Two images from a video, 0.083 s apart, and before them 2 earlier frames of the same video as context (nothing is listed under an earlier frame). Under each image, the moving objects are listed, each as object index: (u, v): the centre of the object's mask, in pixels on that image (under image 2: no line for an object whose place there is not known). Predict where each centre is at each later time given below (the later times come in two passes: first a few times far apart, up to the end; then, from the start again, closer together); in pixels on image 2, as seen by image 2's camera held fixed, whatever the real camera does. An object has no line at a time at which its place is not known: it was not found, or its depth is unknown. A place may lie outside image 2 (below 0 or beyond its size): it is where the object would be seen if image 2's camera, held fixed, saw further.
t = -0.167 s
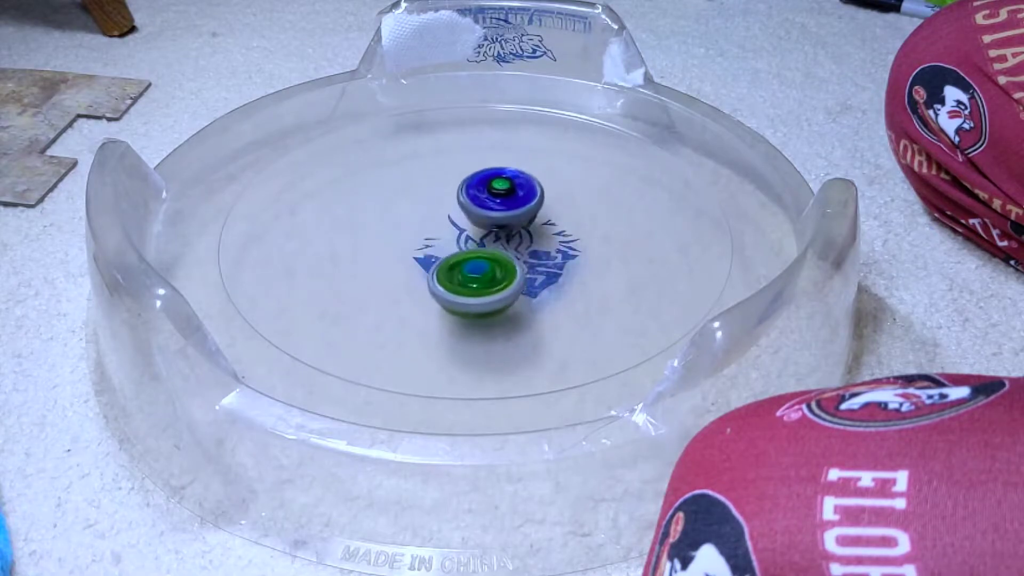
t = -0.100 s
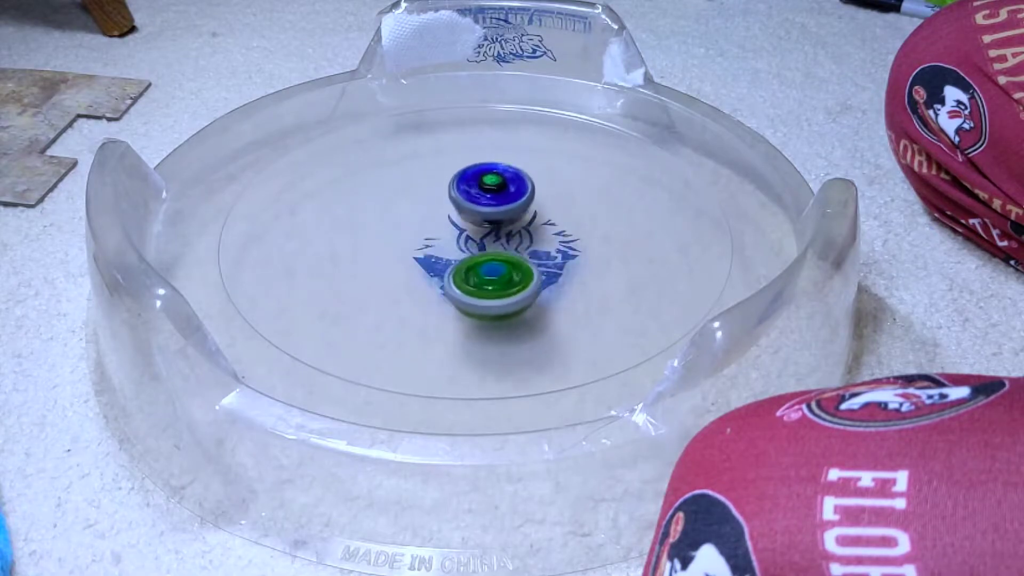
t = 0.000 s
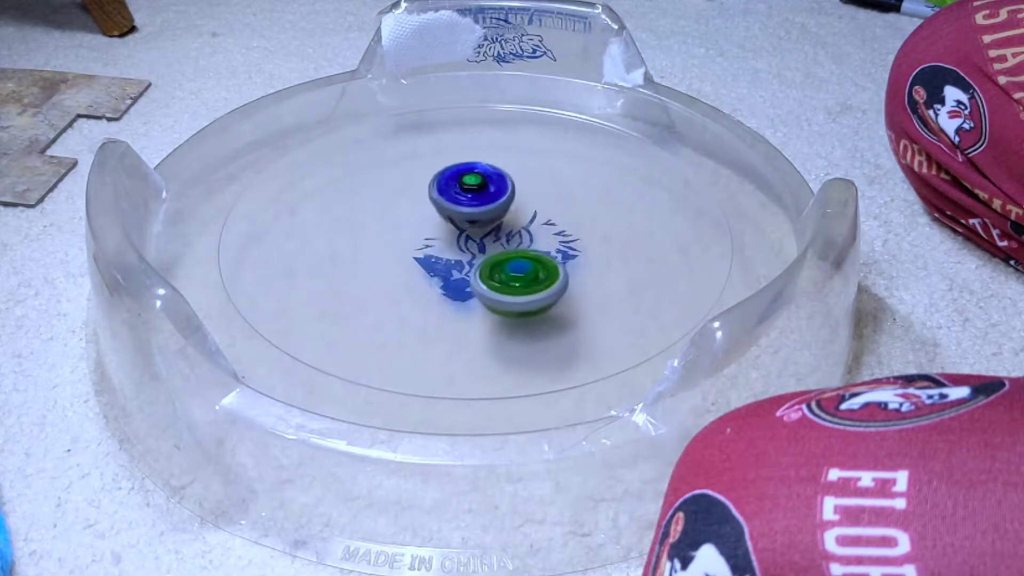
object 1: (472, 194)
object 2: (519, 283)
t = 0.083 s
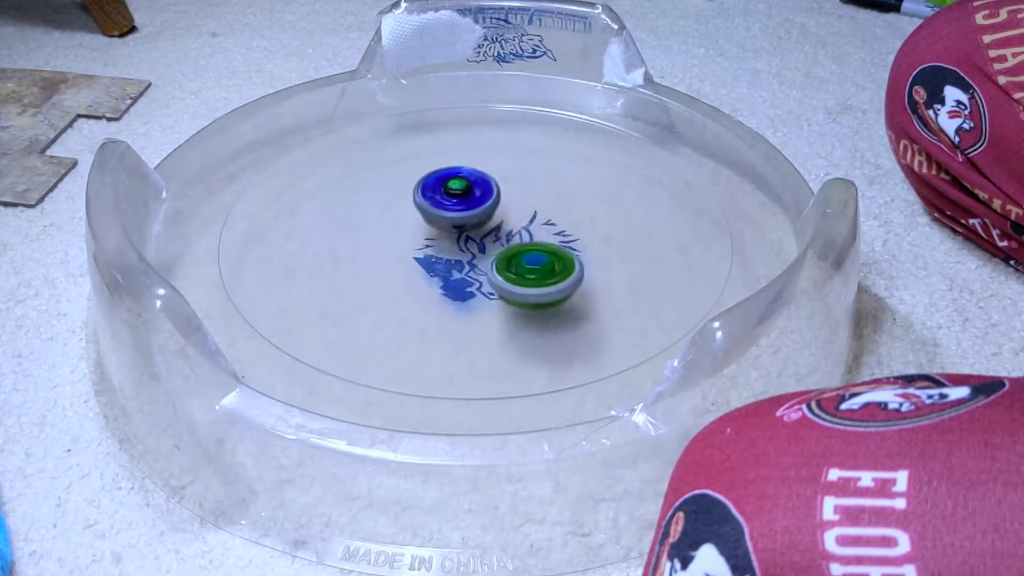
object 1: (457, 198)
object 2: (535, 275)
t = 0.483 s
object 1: (452, 233)
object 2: (545, 225)
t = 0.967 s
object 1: (483, 281)
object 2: (489, 150)
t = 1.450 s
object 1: (530, 249)
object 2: (398, 164)
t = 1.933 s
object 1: (521, 230)
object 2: (403, 238)
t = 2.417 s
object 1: (474, 215)
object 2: (502, 269)
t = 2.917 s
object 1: (462, 233)
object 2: (581, 247)
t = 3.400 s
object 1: (404, 229)
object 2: (606, 202)
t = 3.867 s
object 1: (415, 255)
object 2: (550, 172)
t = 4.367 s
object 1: (523, 283)
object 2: (442, 143)
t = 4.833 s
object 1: (545, 236)
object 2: (377, 184)
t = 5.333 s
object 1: (655, 186)
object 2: (232, 240)
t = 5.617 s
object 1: (602, 171)
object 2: (262, 274)
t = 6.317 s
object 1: (376, 243)
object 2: (599, 233)
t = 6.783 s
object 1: (417, 256)
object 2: (609, 176)
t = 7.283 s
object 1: (483, 242)
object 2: (543, 169)
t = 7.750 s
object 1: (499, 274)
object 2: (464, 177)
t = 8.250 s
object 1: (579, 283)
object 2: (343, 168)
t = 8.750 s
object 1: (550, 236)
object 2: (364, 214)
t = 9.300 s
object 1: (440, 174)
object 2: (567, 272)
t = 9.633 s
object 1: (431, 192)
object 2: (602, 271)
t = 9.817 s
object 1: (451, 215)
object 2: (583, 264)
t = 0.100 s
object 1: (455, 199)
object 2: (538, 273)
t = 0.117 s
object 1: (452, 201)
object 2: (540, 271)
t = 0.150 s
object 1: (448, 205)
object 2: (544, 267)
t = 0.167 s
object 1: (446, 206)
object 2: (545, 265)
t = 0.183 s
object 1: (444, 208)
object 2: (546, 262)
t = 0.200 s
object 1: (443, 210)
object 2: (546, 260)
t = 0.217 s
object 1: (443, 213)
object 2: (546, 258)
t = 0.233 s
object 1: (443, 214)
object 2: (546, 255)
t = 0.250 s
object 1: (445, 216)
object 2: (545, 253)
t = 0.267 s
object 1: (446, 218)
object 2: (544, 251)
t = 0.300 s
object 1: (449, 222)
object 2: (542, 246)
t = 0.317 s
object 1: (451, 224)
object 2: (540, 243)
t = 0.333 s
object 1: (448, 224)
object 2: (544, 241)
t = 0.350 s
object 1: (444, 224)
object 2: (548, 240)
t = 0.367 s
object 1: (442, 224)
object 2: (550, 239)
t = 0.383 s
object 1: (442, 225)
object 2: (551, 237)
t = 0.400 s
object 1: (443, 225)
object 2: (551, 234)
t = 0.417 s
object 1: (445, 226)
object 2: (550, 232)
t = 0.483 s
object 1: (452, 233)
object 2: (545, 225)
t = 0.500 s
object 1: (454, 234)
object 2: (544, 221)
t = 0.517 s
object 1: (454, 235)
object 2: (544, 218)
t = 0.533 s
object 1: (452, 237)
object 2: (546, 215)
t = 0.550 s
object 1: (450, 239)
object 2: (546, 213)
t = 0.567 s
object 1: (450, 240)
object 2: (545, 211)
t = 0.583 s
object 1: (451, 241)
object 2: (543, 209)
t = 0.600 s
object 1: (451, 242)
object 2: (541, 207)
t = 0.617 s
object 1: (452, 243)
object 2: (539, 205)
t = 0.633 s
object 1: (454, 245)
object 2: (538, 203)
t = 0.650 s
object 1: (455, 246)
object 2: (536, 201)
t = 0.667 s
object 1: (457, 247)
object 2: (533, 200)
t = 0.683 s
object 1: (458, 247)
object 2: (531, 199)
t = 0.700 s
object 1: (460, 249)
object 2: (528, 198)
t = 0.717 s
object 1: (462, 249)
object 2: (525, 197)
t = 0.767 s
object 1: (470, 248)
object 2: (517, 194)
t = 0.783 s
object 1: (472, 249)
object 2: (513, 193)
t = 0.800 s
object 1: (475, 249)
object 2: (511, 193)
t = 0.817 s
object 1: (478, 247)
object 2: (507, 191)
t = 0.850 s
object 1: (483, 244)
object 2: (500, 190)
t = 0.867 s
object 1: (485, 244)
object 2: (497, 189)
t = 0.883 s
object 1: (487, 242)
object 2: (493, 189)
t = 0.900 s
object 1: (486, 250)
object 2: (492, 184)
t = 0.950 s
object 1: (483, 275)
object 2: (491, 156)
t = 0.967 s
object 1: (483, 281)
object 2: (489, 150)
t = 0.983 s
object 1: (484, 285)
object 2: (487, 146)
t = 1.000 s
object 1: (485, 288)
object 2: (483, 143)
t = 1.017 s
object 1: (489, 289)
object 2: (478, 141)
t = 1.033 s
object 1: (492, 288)
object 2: (474, 139)
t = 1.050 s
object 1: (497, 289)
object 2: (469, 138)
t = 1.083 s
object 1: (509, 289)
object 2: (460, 136)
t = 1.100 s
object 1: (515, 288)
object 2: (455, 135)
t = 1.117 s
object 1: (520, 288)
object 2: (451, 134)
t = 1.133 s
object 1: (526, 288)
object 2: (447, 134)
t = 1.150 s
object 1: (532, 287)
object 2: (442, 134)
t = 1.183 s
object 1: (539, 285)
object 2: (434, 134)
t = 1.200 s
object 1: (543, 284)
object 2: (430, 135)
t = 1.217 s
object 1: (545, 283)
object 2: (426, 136)
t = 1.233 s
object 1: (547, 280)
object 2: (423, 137)
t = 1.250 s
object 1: (549, 279)
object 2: (420, 138)
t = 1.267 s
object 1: (551, 277)
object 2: (417, 139)
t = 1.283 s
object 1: (552, 274)
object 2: (414, 140)
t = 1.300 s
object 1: (551, 272)
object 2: (412, 142)
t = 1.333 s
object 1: (550, 267)
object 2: (407, 146)
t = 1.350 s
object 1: (549, 264)
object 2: (406, 148)
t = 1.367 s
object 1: (546, 262)
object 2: (404, 151)
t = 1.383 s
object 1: (543, 260)
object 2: (402, 153)
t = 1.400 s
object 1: (541, 256)
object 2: (401, 156)
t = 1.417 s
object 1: (537, 255)
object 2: (400, 158)
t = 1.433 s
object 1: (533, 250)
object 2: (399, 161)
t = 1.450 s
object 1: (530, 249)
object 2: (398, 164)
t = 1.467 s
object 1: (525, 247)
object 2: (398, 168)
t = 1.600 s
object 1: (490, 236)
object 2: (405, 198)
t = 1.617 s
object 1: (487, 235)
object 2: (407, 202)
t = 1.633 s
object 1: (484, 235)
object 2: (408, 205)
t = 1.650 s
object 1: (490, 236)
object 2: (403, 204)
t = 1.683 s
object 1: (496, 241)
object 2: (397, 204)
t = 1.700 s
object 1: (498, 241)
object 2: (396, 205)
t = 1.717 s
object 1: (500, 241)
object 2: (397, 208)
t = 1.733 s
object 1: (500, 240)
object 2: (397, 210)
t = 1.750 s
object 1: (500, 239)
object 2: (399, 214)
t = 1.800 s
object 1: (500, 236)
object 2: (404, 222)
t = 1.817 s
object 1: (498, 235)
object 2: (406, 225)
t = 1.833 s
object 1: (500, 233)
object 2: (406, 227)
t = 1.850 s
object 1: (506, 234)
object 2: (402, 228)
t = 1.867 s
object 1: (511, 234)
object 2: (400, 230)
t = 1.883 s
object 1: (515, 233)
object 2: (400, 232)
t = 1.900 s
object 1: (518, 232)
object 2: (400, 234)
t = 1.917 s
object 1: (519, 231)
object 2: (401, 236)
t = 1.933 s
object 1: (521, 230)
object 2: (403, 238)
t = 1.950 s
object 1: (522, 228)
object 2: (404, 241)
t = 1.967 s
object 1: (522, 227)
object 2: (406, 244)
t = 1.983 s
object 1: (522, 226)
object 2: (408, 246)
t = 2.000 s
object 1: (522, 224)
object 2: (411, 248)
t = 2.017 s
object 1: (522, 223)
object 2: (413, 251)
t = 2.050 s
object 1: (520, 221)
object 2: (419, 256)
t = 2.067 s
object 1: (519, 220)
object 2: (422, 258)
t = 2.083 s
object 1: (517, 219)
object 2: (426, 259)
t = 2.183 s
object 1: (507, 213)
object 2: (448, 266)
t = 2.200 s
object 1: (505, 212)
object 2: (452, 267)
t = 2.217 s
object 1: (502, 211)
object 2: (455, 268)
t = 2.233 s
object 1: (500, 211)
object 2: (459, 268)
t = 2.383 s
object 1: (478, 213)
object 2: (494, 269)
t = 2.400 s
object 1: (476, 214)
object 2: (498, 269)
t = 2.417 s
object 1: (474, 215)
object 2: (502, 269)
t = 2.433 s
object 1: (470, 214)
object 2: (507, 273)
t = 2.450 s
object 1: (468, 211)
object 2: (512, 276)
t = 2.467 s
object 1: (464, 208)
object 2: (517, 277)
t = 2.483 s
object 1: (460, 207)
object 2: (522, 277)
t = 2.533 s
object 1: (451, 206)
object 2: (536, 276)
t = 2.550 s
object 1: (448, 205)
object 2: (541, 276)
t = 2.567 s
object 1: (445, 205)
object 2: (545, 275)
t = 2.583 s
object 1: (441, 206)
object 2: (549, 274)
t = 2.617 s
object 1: (437, 207)
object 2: (557, 273)
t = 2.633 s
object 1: (434, 209)
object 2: (560, 272)
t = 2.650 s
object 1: (432, 211)
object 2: (564, 270)
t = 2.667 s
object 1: (432, 212)
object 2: (567, 269)
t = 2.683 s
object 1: (431, 214)
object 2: (570, 268)
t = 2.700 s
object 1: (430, 216)
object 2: (573, 266)
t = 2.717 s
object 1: (430, 217)
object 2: (575, 265)
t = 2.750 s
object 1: (431, 222)
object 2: (579, 262)
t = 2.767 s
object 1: (432, 223)
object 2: (580, 261)
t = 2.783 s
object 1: (434, 225)
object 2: (581, 259)
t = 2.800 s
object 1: (436, 226)
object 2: (582, 258)
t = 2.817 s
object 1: (439, 228)
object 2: (582, 257)
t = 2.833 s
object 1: (443, 229)
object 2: (582, 255)
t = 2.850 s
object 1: (446, 230)
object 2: (583, 254)
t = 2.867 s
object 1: (450, 231)
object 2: (582, 252)
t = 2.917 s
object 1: (462, 233)
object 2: (581, 247)
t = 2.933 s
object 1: (467, 233)
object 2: (581, 246)
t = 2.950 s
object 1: (470, 233)
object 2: (580, 244)
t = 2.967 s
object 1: (475, 233)
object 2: (578, 243)
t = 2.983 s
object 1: (479, 233)
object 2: (577, 241)
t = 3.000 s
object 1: (482, 232)
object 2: (576, 240)
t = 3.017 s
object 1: (471, 229)
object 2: (590, 239)
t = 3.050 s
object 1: (450, 223)
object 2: (613, 237)
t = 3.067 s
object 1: (443, 223)
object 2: (620, 236)
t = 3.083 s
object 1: (437, 220)
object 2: (624, 234)
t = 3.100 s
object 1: (431, 220)
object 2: (627, 232)
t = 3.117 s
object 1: (428, 220)
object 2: (628, 229)
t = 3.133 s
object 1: (424, 219)
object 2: (630, 227)
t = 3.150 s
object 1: (421, 220)
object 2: (630, 225)
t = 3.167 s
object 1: (419, 220)
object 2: (630, 222)
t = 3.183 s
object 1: (416, 220)
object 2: (631, 220)
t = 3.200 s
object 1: (413, 220)
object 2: (630, 218)
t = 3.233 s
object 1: (409, 221)
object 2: (629, 215)
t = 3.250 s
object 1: (407, 221)
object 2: (627, 213)
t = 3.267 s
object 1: (405, 221)
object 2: (626, 211)
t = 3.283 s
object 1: (404, 222)
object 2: (624, 210)
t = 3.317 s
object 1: (402, 224)
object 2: (620, 207)
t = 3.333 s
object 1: (401, 225)
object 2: (618, 206)
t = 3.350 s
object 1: (401, 226)
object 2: (615, 205)
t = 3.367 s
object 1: (401, 227)
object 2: (612, 204)
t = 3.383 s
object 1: (402, 228)
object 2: (609, 203)
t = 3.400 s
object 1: (404, 229)
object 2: (606, 202)
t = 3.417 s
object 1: (406, 229)
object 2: (602, 201)
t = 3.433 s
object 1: (408, 230)
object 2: (599, 200)
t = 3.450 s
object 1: (411, 231)
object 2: (595, 200)
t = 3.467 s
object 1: (414, 231)
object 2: (591, 199)
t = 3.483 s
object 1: (417, 231)
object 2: (587, 199)
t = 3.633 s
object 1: (456, 229)
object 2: (543, 200)
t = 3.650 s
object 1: (459, 227)
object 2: (539, 200)
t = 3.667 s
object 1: (446, 230)
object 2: (549, 194)
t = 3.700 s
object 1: (424, 235)
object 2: (564, 186)
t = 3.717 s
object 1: (416, 238)
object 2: (568, 183)
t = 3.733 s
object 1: (412, 240)
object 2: (570, 181)
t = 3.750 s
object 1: (409, 242)
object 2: (569, 179)
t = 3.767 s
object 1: (408, 244)
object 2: (568, 178)
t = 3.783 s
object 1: (408, 246)
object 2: (565, 177)
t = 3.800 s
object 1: (408, 247)
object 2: (563, 175)
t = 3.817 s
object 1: (409, 250)
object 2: (560, 174)
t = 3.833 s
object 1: (411, 251)
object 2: (557, 174)
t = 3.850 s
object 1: (412, 253)
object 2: (554, 173)
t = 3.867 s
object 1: (415, 255)
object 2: (550, 172)
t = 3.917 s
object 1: (426, 260)
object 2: (541, 171)
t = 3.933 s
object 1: (430, 261)
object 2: (538, 171)
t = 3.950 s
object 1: (435, 263)
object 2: (535, 171)
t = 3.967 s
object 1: (439, 262)
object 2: (531, 171)
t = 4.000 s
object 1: (448, 263)
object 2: (524, 172)
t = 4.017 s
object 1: (452, 262)
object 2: (520, 172)
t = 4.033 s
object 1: (455, 261)
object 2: (517, 173)
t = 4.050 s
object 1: (460, 257)
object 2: (513, 174)
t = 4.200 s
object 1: (490, 239)
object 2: (482, 182)
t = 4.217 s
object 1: (492, 237)
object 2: (479, 183)
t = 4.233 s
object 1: (494, 235)
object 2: (475, 184)
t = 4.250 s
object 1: (497, 244)
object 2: (471, 177)
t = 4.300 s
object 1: (507, 270)
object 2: (458, 153)
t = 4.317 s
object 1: (511, 276)
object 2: (455, 148)
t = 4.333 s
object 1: (514, 279)
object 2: (451, 145)
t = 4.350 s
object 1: (519, 282)
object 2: (447, 144)
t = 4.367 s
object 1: (523, 283)
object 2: (442, 143)
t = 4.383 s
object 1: (527, 284)
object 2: (437, 143)
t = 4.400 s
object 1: (530, 283)
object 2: (432, 143)
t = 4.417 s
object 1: (534, 283)
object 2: (427, 143)
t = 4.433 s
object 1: (538, 282)
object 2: (422, 144)
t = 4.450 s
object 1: (542, 279)
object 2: (418, 144)
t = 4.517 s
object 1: (558, 274)
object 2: (403, 149)
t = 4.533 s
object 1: (561, 272)
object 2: (400, 149)
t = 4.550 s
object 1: (564, 271)
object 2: (397, 151)
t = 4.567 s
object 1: (568, 268)
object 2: (395, 152)
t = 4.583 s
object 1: (570, 267)
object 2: (393, 154)
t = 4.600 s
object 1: (573, 266)
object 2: (391, 155)
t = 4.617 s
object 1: (575, 263)
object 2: (389, 157)
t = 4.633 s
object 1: (576, 262)
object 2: (387, 158)
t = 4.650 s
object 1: (577, 258)
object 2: (385, 160)
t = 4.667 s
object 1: (576, 256)
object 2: (384, 162)
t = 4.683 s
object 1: (576, 254)
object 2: (382, 164)
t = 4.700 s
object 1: (574, 252)
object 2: (381, 165)
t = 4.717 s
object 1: (572, 250)
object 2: (380, 167)
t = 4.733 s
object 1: (569, 246)
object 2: (379, 169)
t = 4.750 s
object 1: (565, 245)
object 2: (379, 172)
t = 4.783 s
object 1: (558, 242)
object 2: (378, 176)
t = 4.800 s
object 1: (554, 240)
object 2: (377, 179)
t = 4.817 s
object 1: (550, 239)
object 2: (377, 181)
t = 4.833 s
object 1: (545, 236)
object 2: (377, 184)
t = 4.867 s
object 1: (536, 233)
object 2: (378, 190)
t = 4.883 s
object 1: (531, 231)
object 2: (378, 194)
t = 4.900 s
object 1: (527, 230)
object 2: (380, 197)
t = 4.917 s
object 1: (522, 231)
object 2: (381, 200)
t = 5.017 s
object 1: (497, 225)
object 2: (394, 220)
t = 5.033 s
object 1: (493, 226)
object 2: (397, 223)
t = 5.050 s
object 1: (494, 223)
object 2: (395, 225)
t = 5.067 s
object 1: (523, 222)
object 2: (367, 221)
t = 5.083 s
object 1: (548, 226)
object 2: (341, 218)
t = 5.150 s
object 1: (620, 218)
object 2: (270, 211)
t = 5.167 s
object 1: (630, 215)
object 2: (260, 212)
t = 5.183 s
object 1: (638, 213)
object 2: (251, 214)
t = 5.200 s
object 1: (644, 209)
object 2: (246, 217)
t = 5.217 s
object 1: (647, 207)
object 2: (242, 219)
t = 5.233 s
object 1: (650, 203)
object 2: (240, 223)
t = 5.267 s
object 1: (653, 197)
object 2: (236, 229)
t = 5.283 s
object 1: (654, 194)
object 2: (234, 232)
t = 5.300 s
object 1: (655, 191)
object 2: (233, 235)
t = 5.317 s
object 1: (655, 188)
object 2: (232, 237)
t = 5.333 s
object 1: (655, 186)
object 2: (232, 240)
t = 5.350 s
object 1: (654, 183)
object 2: (231, 243)
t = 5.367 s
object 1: (653, 182)
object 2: (231, 245)
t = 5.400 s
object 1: (651, 178)
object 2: (233, 250)
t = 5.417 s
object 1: (649, 175)
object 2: (234, 253)
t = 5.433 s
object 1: (647, 175)
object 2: (235, 255)
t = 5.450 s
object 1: (645, 173)
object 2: (236, 257)
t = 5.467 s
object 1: (642, 172)
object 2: (238, 259)
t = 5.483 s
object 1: (639, 171)
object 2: (240, 261)
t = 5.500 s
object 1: (635, 170)
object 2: (242, 263)
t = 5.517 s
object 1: (632, 169)
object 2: (244, 264)
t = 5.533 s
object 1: (627, 169)
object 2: (247, 266)
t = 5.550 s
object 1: (623, 169)
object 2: (249, 268)
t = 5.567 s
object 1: (617, 169)
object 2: (252, 270)
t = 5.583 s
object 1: (613, 170)
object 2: (255, 271)
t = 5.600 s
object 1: (607, 170)
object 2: (258, 273)
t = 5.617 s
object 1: (602, 171)
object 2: (262, 274)
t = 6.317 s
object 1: (376, 243)
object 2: (599, 233)
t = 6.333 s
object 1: (374, 244)
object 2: (602, 229)
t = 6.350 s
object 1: (371, 245)
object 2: (606, 226)
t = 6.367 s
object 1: (369, 246)
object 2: (608, 222)
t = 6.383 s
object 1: (366, 247)
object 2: (611, 219)
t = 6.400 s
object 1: (365, 248)
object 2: (613, 216)
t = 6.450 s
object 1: (360, 251)
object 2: (618, 207)
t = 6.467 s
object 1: (360, 253)
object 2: (620, 203)
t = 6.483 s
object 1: (359, 254)
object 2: (621, 201)
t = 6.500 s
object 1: (359, 255)
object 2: (622, 198)
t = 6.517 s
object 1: (359, 256)
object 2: (622, 196)
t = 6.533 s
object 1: (360, 258)
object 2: (623, 193)
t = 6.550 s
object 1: (362, 258)
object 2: (623, 191)
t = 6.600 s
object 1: (369, 261)
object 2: (623, 185)
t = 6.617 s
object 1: (373, 261)
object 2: (623, 183)
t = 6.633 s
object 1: (377, 262)
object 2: (622, 182)
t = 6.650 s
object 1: (381, 261)
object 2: (621, 181)
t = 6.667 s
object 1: (385, 262)
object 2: (620, 180)
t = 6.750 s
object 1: (407, 258)
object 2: (613, 177)
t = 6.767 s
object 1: (411, 257)
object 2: (611, 176)
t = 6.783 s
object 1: (417, 256)
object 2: (609, 176)
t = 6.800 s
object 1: (421, 255)
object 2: (607, 176)
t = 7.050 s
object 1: (488, 229)
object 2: (561, 186)
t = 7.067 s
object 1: (492, 227)
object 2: (557, 187)
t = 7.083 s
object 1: (491, 227)
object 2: (557, 185)
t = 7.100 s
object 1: (488, 229)
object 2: (559, 183)
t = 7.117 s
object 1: (485, 229)
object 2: (559, 182)
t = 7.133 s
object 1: (484, 230)
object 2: (558, 181)
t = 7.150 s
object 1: (484, 230)
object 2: (555, 182)
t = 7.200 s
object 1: (491, 230)
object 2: (547, 182)
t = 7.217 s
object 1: (492, 229)
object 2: (544, 182)
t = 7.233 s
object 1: (496, 228)
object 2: (541, 181)
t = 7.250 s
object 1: (493, 231)
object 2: (540, 179)
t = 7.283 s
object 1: (483, 242)
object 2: (543, 169)
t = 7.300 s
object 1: (480, 246)
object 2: (543, 167)
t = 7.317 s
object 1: (478, 249)
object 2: (541, 165)
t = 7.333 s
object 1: (478, 252)
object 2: (539, 164)
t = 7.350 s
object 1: (478, 253)
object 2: (535, 164)
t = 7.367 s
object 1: (480, 256)
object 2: (532, 163)
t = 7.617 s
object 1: (491, 275)
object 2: (487, 166)
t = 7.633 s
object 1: (493, 276)
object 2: (484, 167)
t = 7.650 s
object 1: (493, 276)
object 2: (481, 169)
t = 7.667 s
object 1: (495, 276)
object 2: (478, 170)
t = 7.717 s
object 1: (497, 275)
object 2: (469, 174)
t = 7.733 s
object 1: (499, 275)
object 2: (466, 176)
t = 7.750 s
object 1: (499, 274)
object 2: (464, 177)
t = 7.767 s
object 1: (500, 273)
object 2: (460, 179)
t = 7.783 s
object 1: (500, 272)
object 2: (458, 181)
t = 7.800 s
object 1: (500, 270)
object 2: (455, 183)
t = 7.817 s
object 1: (500, 269)
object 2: (452, 184)
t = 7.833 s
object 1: (500, 267)
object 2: (450, 186)
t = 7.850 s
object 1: (498, 266)
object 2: (447, 188)
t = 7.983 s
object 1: (488, 252)
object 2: (429, 206)
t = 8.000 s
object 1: (487, 250)
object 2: (427, 208)
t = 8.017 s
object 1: (485, 249)
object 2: (425, 210)
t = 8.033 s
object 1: (489, 251)
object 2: (420, 208)
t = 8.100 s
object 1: (533, 281)
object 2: (383, 176)
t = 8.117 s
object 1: (541, 284)
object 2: (377, 172)
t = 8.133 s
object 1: (547, 286)
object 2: (372, 169)
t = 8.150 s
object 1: (553, 285)
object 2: (367, 168)
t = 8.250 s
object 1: (579, 283)
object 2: (343, 168)
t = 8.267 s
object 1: (583, 282)
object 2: (340, 168)
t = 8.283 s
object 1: (585, 281)
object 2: (337, 168)
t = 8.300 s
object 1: (589, 279)
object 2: (334, 169)
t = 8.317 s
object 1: (591, 279)
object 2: (332, 169)
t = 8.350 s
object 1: (595, 276)
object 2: (329, 171)
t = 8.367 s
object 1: (597, 274)
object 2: (328, 171)
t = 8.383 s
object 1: (599, 273)
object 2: (328, 173)
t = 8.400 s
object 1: (600, 271)
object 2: (327, 174)
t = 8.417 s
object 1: (601, 269)
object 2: (327, 175)
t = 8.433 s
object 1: (600, 268)
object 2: (326, 176)
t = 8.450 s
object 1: (600, 265)
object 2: (326, 177)
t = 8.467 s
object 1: (599, 264)
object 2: (327, 179)
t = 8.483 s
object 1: (598, 261)
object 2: (327, 180)
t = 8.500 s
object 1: (596, 261)
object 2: (328, 182)
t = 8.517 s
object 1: (594, 258)
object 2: (329, 183)
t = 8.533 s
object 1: (592, 257)
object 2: (330, 185)
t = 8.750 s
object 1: (550, 236)
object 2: (364, 214)
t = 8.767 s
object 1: (546, 235)
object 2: (368, 217)
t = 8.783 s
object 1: (543, 233)
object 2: (372, 220)
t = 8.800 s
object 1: (539, 231)
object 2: (376, 222)
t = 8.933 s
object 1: (508, 214)
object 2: (423, 245)
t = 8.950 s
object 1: (504, 211)
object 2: (430, 248)
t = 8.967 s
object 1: (503, 212)
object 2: (438, 250)
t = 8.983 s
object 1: (499, 204)
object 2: (447, 253)
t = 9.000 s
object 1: (495, 202)
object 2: (456, 255)
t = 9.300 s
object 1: (440, 174)
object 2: (567, 272)
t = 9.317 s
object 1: (439, 172)
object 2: (571, 273)
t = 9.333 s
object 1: (436, 172)
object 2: (575, 273)
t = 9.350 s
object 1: (434, 171)
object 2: (579, 273)
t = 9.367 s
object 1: (432, 172)
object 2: (582, 273)
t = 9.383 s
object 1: (430, 172)
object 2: (585, 273)
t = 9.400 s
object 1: (429, 172)
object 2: (588, 274)
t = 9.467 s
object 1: (425, 174)
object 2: (597, 274)
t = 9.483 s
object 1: (424, 176)
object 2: (599, 274)
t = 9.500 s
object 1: (424, 177)
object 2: (600, 274)
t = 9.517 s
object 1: (425, 179)
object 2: (601, 274)
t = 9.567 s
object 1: (426, 184)
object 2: (603, 273)
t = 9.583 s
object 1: (427, 186)
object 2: (604, 272)
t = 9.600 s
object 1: (428, 188)
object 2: (603, 272)
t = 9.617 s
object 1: (429, 189)
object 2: (603, 272)
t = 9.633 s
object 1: (431, 192)
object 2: (602, 271)
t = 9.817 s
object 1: (451, 215)
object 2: (583, 264)
